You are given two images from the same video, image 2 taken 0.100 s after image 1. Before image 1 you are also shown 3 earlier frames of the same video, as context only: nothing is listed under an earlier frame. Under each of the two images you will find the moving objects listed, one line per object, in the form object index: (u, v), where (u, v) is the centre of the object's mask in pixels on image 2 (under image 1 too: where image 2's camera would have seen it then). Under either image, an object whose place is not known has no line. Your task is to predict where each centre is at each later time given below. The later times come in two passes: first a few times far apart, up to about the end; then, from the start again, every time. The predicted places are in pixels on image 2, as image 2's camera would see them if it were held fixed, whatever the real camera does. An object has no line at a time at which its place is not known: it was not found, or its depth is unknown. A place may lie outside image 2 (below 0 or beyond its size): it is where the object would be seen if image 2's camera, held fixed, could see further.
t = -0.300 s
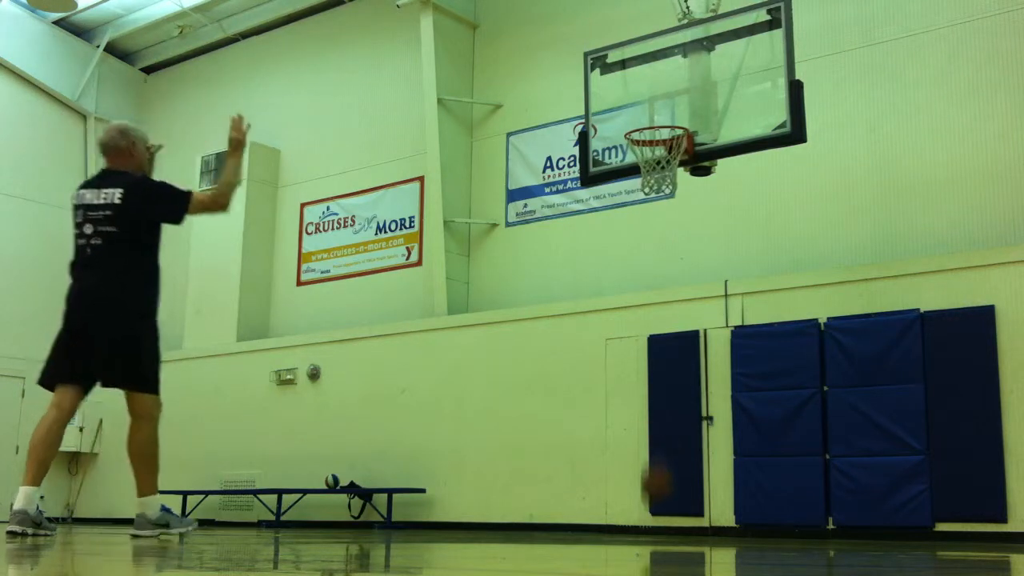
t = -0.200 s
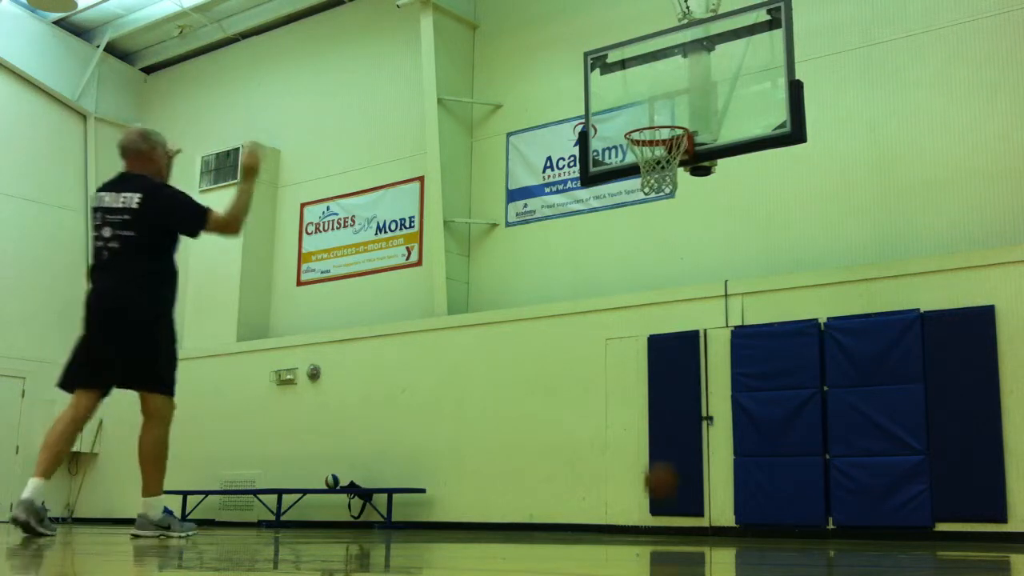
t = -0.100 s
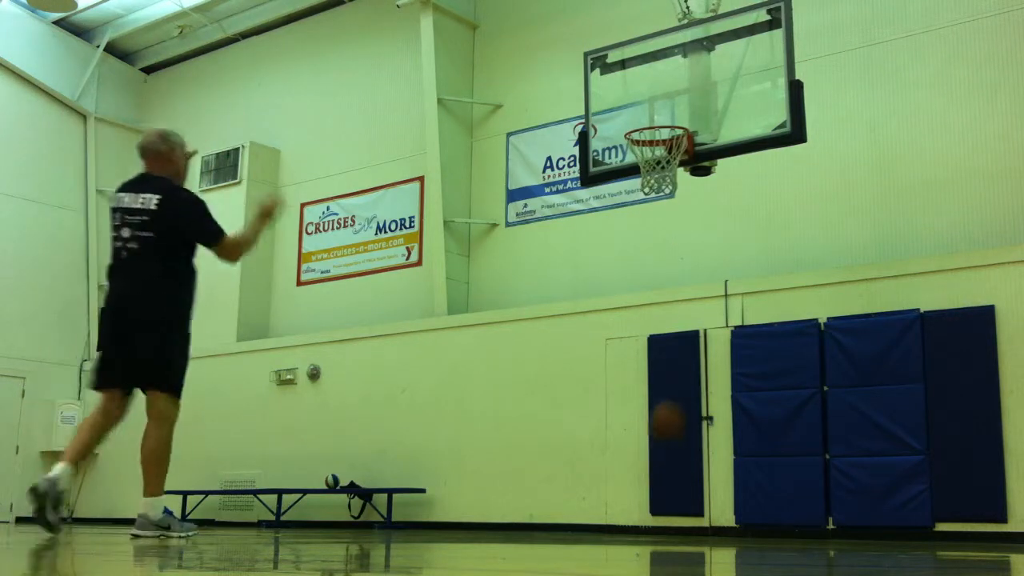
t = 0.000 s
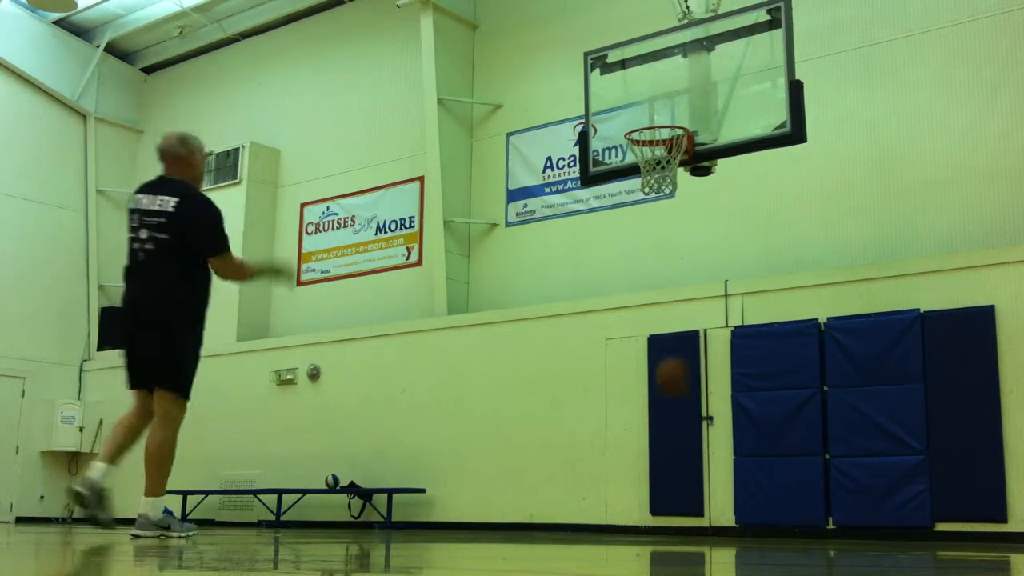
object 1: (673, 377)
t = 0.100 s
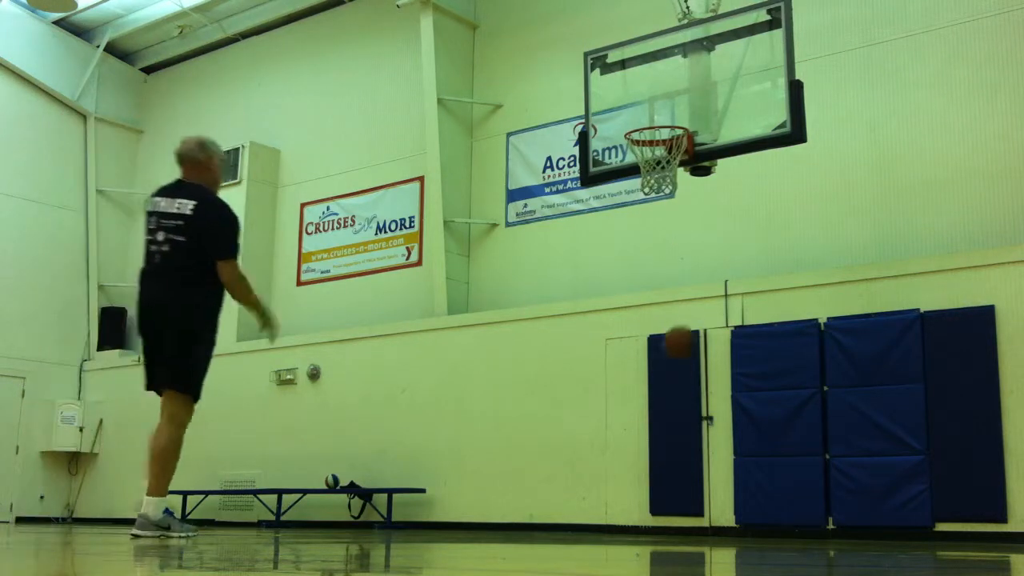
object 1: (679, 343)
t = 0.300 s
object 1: (693, 323)
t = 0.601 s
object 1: (717, 401)
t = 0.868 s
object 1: (735, 481)
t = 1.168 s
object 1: (745, 400)
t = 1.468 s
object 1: (760, 456)
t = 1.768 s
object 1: (771, 460)
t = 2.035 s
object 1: (780, 454)
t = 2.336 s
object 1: (791, 488)
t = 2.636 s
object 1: (800, 488)
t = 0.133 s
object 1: (682, 337)
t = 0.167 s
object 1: (684, 331)
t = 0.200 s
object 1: (687, 326)
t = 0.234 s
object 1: (689, 323)
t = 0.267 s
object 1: (691, 322)
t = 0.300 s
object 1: (693, 323)
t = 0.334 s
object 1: (696, 325)
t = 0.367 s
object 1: (698, 328)
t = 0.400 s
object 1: (701, 333)
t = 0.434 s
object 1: (704, 340)
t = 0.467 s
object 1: (705, 348)
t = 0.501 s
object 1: (708, 360)
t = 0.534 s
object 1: (711, 371)
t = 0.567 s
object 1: (714, 385)
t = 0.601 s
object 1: (717, 401)
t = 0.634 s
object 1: (719, 419)
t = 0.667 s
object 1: (721, 438)
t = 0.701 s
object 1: (724, 461)
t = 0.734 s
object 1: (728, 484)
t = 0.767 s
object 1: (732, 510)
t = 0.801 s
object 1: (734, 514)
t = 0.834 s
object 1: (734, 499)
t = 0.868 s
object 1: (735, 481)
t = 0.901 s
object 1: (736, 466)
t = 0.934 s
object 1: (737, 452)
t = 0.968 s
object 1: (738, 439)
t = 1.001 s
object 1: (740, 429)
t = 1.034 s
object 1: (740, 418)
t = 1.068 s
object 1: (741, 411)
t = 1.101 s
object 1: (743, 406)
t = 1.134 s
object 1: (744, 403)
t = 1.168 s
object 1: (745, 400)
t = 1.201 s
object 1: (746, 399)
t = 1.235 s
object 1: (747, 399)
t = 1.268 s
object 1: (749, 400)
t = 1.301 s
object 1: (751, 406)
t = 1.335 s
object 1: (752, 411)
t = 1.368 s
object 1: (755, 420)
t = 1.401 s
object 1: (756, 430)
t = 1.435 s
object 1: (758, 441)
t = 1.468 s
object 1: (760, 456)
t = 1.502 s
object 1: (761, 472)
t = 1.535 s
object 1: (764, 489)
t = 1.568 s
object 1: (765, 509)
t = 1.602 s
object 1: (767, 516)
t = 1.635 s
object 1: (768, 507)
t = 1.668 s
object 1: (768, 490)
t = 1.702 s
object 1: (769, 479)
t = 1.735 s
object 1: (770, 469)
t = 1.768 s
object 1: (771, 460)
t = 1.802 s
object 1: (772, 453)
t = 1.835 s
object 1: (773, 448)
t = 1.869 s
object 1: (774, 446)
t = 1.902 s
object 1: (775, 444)
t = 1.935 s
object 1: (776, 444)
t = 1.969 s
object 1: (777, 445)
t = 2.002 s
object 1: (778, 448)
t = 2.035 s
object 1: (780, 454)
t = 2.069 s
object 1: (782, 462)
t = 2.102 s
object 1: (784, 471)
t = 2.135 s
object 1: (784, 484)
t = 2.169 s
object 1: (786, 500)
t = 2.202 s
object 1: (788, 513)
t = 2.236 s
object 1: (789, 517)
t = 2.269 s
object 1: (790, 511)
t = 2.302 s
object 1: (790, 502)
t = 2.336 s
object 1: (791, 488)
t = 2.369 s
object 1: (792, 482)
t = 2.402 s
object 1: (793, 476)
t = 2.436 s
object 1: (794, 472)
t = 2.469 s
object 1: (794, 471)
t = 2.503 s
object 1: (796, 471)
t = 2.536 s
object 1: (797, 472)
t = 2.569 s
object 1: (798, 475)
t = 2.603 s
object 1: (799, 480)
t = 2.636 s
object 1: (800, 488)
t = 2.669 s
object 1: (802, 496)
